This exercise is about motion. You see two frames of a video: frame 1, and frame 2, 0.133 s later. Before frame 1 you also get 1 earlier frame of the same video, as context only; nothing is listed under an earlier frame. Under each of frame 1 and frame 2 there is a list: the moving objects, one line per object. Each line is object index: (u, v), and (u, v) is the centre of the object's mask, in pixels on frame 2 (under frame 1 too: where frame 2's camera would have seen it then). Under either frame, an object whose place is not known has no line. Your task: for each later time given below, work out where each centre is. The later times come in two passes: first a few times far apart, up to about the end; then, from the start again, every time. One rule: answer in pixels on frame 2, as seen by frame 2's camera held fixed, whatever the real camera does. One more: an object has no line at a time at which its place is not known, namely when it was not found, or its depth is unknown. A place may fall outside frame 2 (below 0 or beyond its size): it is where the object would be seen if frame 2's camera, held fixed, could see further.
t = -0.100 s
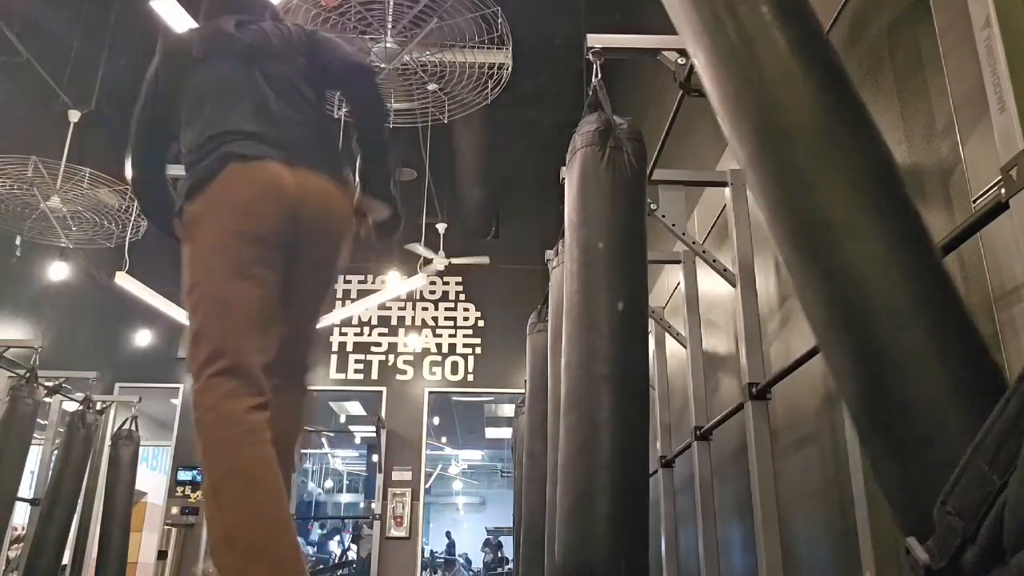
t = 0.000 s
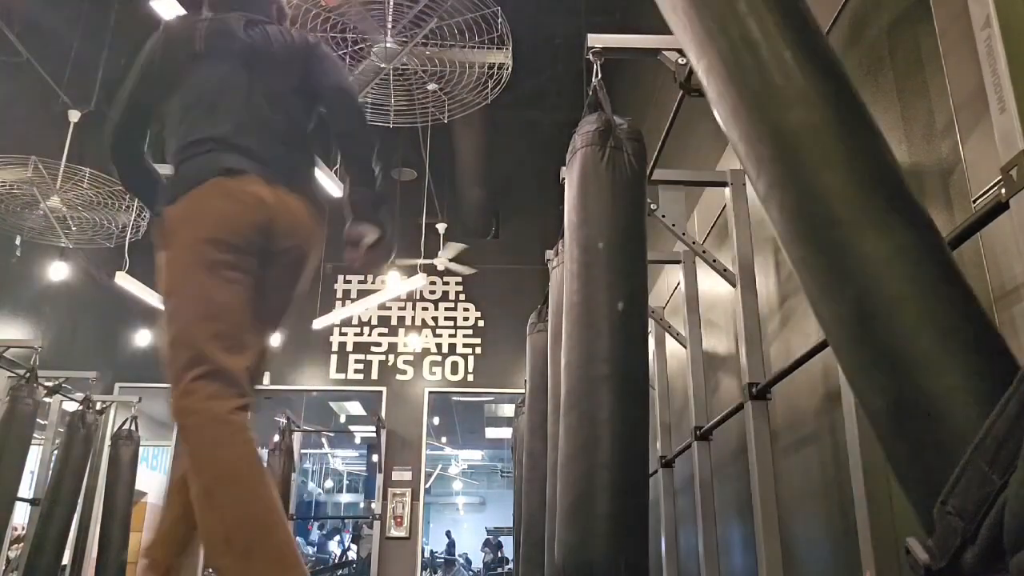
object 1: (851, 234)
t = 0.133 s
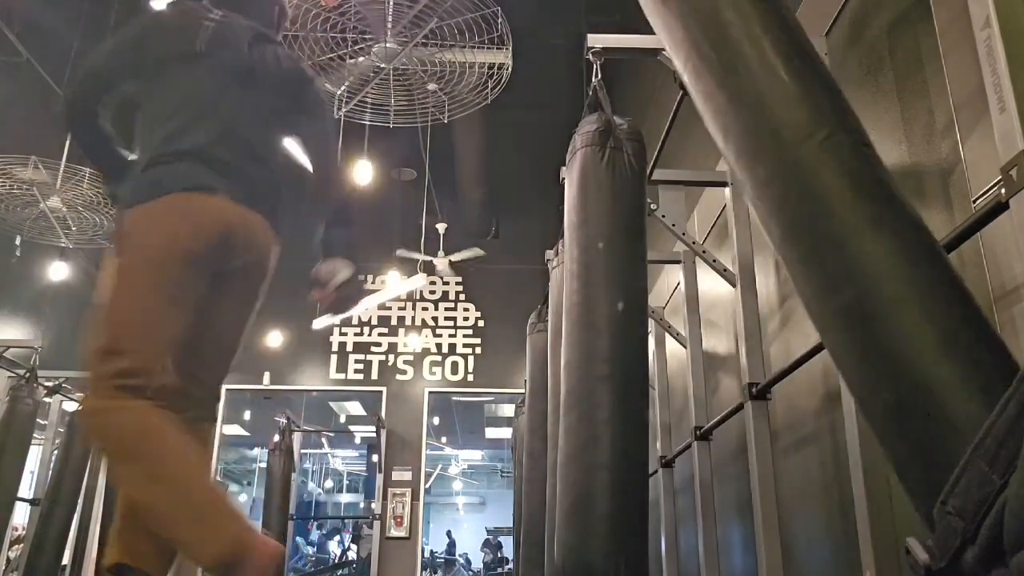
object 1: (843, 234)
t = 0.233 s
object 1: (834, 247)
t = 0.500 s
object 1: (760, 294)
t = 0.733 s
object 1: (642, 303)
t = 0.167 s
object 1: (840, 237)
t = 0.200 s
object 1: (838, 242)
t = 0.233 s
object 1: (834, 247)
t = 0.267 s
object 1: (830, 253)
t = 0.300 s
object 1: (825, 263)
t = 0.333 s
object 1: (818, 272)
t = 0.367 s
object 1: (809, 279)
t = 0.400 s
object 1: (799, 289)
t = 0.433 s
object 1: (787, 291)
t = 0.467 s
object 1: (774, 294)
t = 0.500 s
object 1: (760, 294)
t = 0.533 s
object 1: (744, 295)
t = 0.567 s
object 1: (729, 296)
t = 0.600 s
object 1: (711, 299)
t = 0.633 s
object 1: (693, 301)
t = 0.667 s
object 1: (677, 301)
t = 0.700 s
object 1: (661, 302)
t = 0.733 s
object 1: (642, 303)
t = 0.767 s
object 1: (630, 298)
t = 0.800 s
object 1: (613, 299)
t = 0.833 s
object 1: (600, 294)
